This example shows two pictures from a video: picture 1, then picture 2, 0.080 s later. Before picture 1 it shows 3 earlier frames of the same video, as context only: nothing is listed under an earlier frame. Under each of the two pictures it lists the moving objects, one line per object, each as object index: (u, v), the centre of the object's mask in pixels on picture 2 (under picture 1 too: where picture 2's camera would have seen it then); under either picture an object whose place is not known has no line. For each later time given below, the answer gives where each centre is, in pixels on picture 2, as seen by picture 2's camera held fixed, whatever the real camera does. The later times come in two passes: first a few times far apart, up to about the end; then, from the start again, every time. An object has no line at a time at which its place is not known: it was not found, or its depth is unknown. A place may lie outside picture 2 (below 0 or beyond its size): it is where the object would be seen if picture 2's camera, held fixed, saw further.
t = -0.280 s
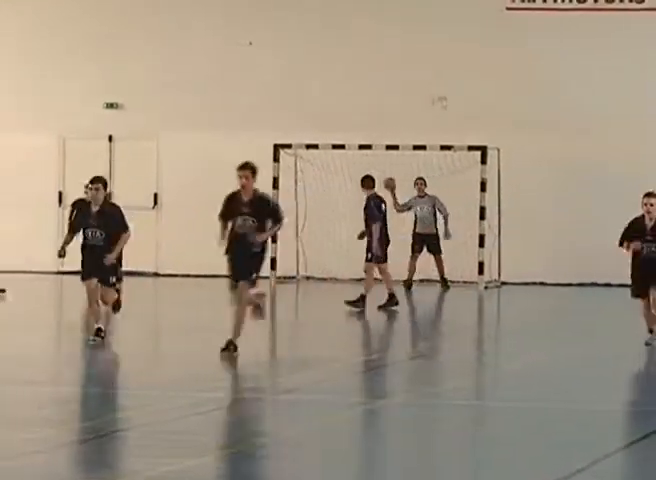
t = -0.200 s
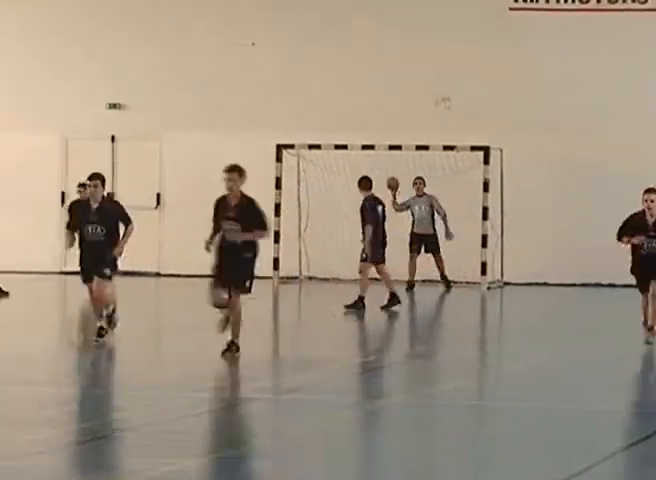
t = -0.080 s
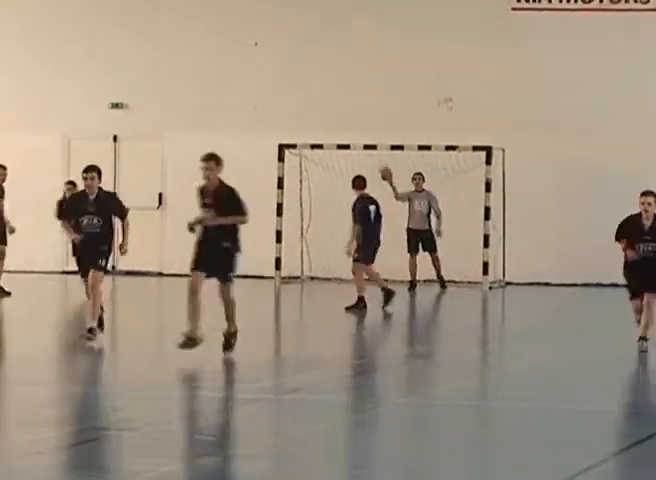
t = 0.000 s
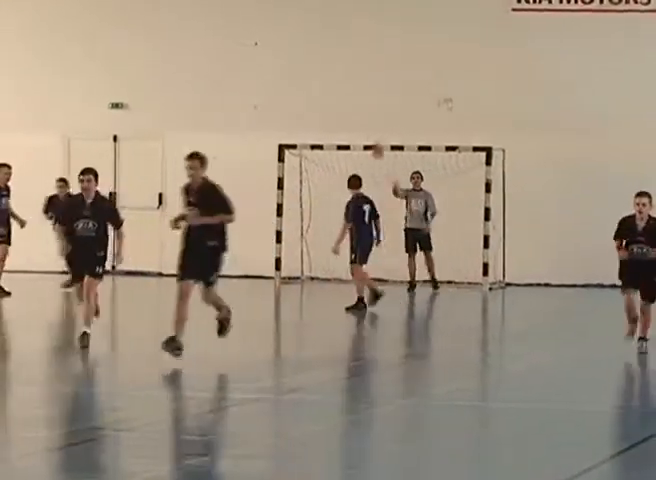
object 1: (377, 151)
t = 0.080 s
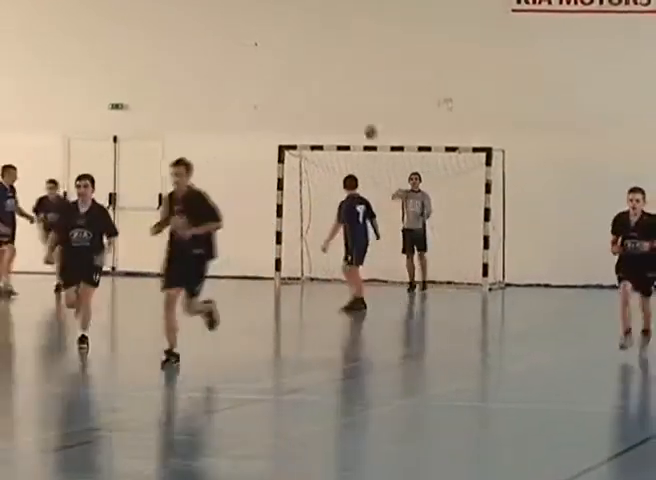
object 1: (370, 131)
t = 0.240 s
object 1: (356, 106)
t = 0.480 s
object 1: (331, 99)
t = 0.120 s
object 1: (367, 123)
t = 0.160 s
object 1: (363, 117)
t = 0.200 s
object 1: (359, 110)
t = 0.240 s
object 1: (356, 106)
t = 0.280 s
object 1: (352, 101)
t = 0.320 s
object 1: (348, 99)
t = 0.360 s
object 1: (344, 96)
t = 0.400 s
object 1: (339, 97)
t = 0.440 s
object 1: (336, 98)
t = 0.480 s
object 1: (331, 99)
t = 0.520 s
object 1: (327, 102)
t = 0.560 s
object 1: (322, 107)
